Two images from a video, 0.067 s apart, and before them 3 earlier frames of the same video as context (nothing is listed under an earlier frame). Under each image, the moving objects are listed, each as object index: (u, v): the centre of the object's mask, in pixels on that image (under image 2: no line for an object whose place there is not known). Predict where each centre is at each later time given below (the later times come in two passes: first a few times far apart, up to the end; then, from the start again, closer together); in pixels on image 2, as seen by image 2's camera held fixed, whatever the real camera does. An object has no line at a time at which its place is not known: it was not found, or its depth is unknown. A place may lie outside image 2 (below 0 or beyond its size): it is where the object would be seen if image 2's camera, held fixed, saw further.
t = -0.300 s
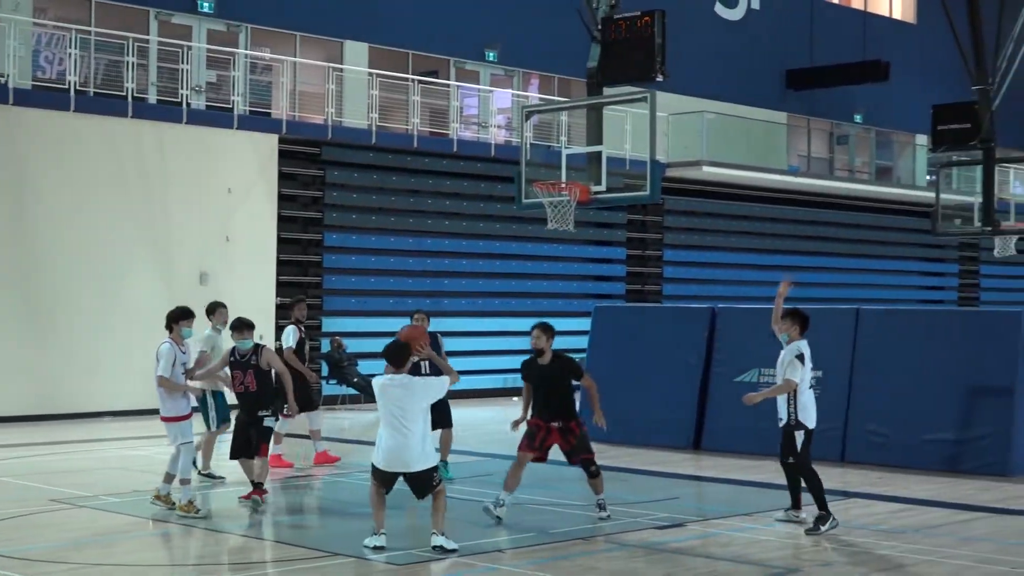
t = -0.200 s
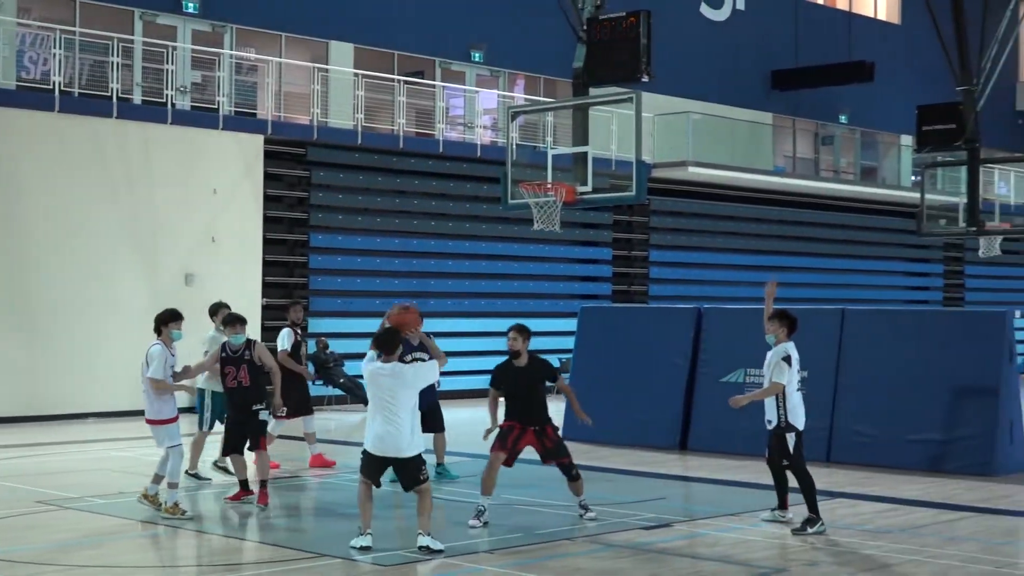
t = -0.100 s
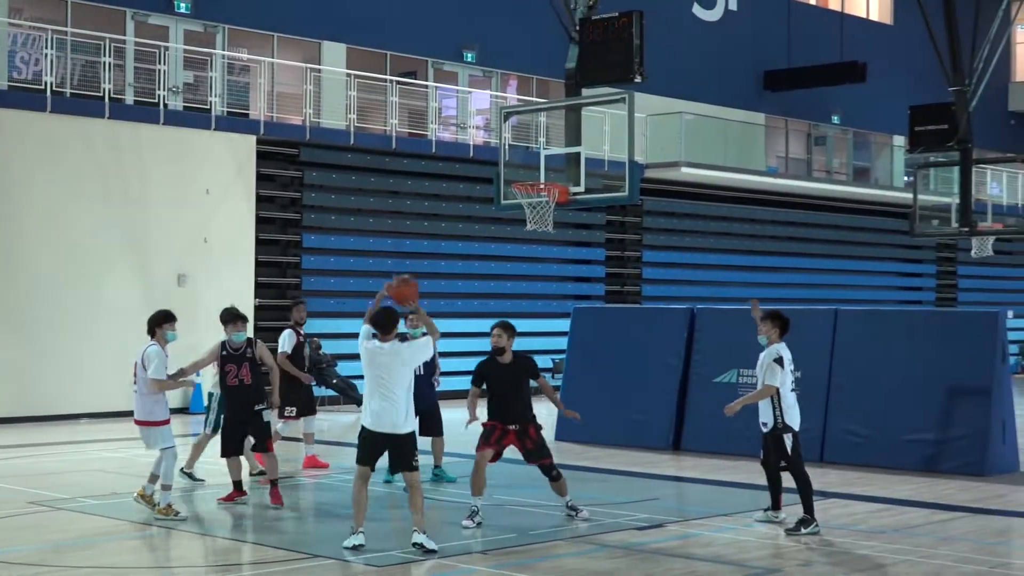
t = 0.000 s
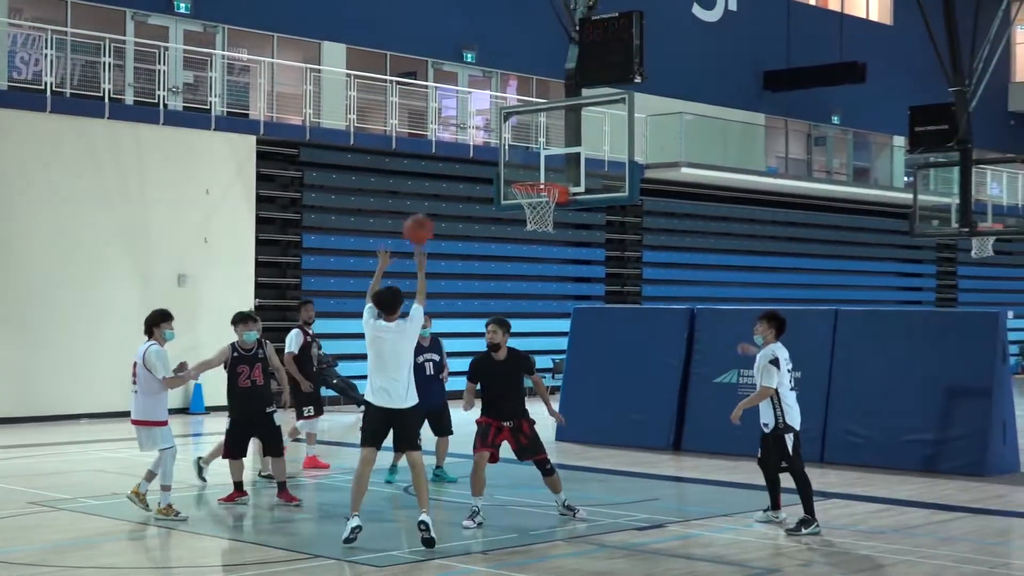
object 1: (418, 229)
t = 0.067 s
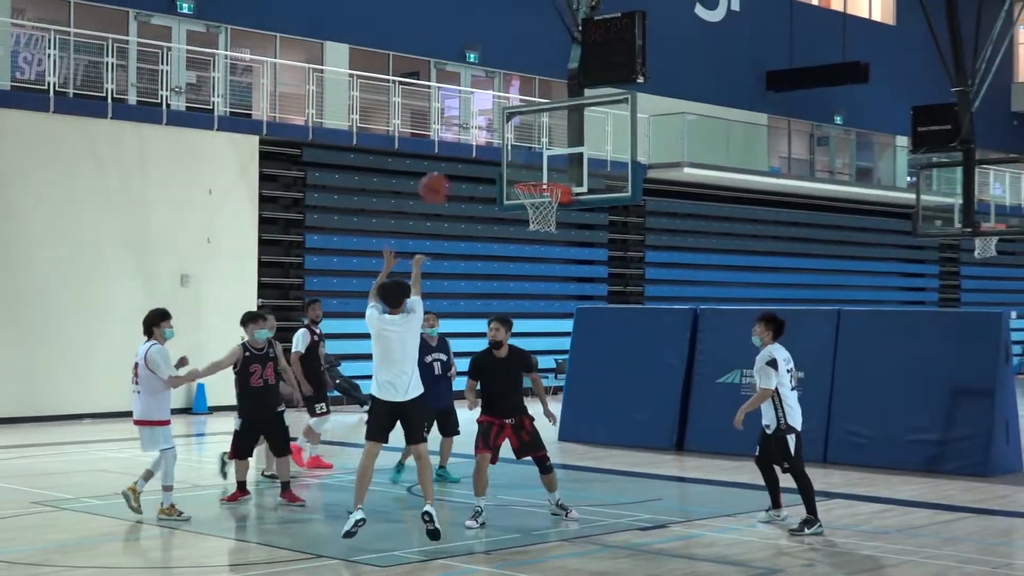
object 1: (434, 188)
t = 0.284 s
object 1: (471, 99)
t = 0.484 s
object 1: (500, 71)
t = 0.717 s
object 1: (529, 92)
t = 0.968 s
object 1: (557, 172)
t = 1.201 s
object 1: (547, 124)
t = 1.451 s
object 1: (526, 122)
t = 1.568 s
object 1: (517, 141)
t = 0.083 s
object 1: (436, 178)
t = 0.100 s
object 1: (440, 170)
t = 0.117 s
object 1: (443, 162)
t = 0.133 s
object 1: (446, 155)
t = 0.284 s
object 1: (471, 99)
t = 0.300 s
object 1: (474, 95)
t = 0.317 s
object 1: (477, 91)
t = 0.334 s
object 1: (479, 88)
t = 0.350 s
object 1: (481, 85)
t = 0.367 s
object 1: (484, 82)
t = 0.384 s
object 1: (487, 79)
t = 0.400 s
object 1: (489, 77)
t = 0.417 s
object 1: (491, 75)
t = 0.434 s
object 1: (492, 74)
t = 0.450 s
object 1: (496, 72)
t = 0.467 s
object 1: (499, 72)
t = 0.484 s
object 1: (500, 71)
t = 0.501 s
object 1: (502, 71)
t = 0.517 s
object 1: (505, 71)
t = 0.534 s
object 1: (507, 71)
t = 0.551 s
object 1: (509, 71)
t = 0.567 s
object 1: (511, 72)
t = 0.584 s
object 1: (513, 73)
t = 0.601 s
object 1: (515, 74)
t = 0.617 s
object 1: (517, 76)
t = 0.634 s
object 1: (520, 79)
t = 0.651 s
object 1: (522, 80)
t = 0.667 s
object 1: (524, 83)
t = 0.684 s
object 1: (526, 86)
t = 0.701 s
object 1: (528, 90)
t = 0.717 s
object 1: (529, 92)
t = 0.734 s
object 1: (533, 96)
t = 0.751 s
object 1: (535, 100)
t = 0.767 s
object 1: (537, 104)
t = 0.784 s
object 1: (538, 109)
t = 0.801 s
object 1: (540, 114)
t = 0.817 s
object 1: (541, 118)
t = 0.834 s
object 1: (544, 123)
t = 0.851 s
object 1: (545, 128)
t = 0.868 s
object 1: (547, 134)
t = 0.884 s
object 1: (549, 140)
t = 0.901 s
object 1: (552, 145)
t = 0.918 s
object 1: (553, 151)
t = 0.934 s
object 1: (555, 158)
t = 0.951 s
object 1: (555, 164)
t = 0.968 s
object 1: (557, 172)
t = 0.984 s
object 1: (558, 175)
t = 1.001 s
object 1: (557, 172)
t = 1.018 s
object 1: (557, 166)
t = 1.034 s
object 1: (556, 161)
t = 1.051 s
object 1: (556, 156)
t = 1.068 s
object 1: (555, 151)
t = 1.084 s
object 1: (555, 146)
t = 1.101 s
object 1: (553, 142)
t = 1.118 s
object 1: (553, 138)
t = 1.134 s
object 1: (552, 134)
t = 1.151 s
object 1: (550, 131)
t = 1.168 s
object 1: (549, 128)
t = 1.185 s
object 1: (548, 126)
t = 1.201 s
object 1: (547, 124)
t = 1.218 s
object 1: (546, 122)
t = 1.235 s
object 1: (544, 121)
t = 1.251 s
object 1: (542, 119)
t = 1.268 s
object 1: (541, 118)
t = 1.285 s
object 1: (540, 116)
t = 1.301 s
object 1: (538, 116)
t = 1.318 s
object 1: (536, 115)
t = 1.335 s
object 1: (535, 115)
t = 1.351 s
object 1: (534, 115)
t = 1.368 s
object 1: (533, 116)
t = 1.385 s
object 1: (533, 116)
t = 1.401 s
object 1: (530, 118)
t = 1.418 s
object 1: (528, 119)
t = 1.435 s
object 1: (527, 122)
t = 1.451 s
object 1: (526, 122)
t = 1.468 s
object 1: (524, 124)
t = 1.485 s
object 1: (523, 126)
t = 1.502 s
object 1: (521, 129)
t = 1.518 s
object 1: (519, 131)
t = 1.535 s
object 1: (518, 135)
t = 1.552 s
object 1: (518, 137)
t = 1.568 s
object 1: (517, 141)
